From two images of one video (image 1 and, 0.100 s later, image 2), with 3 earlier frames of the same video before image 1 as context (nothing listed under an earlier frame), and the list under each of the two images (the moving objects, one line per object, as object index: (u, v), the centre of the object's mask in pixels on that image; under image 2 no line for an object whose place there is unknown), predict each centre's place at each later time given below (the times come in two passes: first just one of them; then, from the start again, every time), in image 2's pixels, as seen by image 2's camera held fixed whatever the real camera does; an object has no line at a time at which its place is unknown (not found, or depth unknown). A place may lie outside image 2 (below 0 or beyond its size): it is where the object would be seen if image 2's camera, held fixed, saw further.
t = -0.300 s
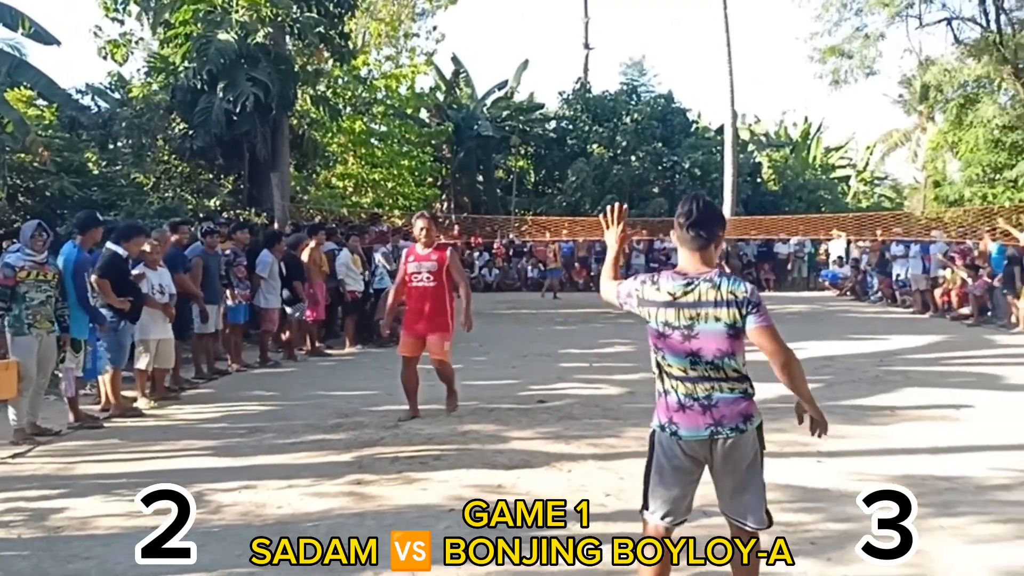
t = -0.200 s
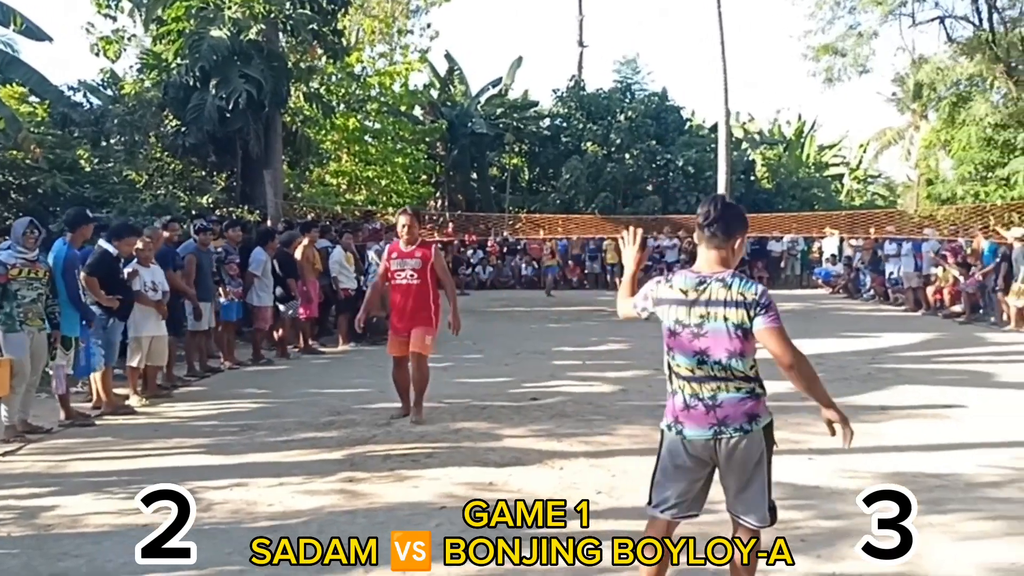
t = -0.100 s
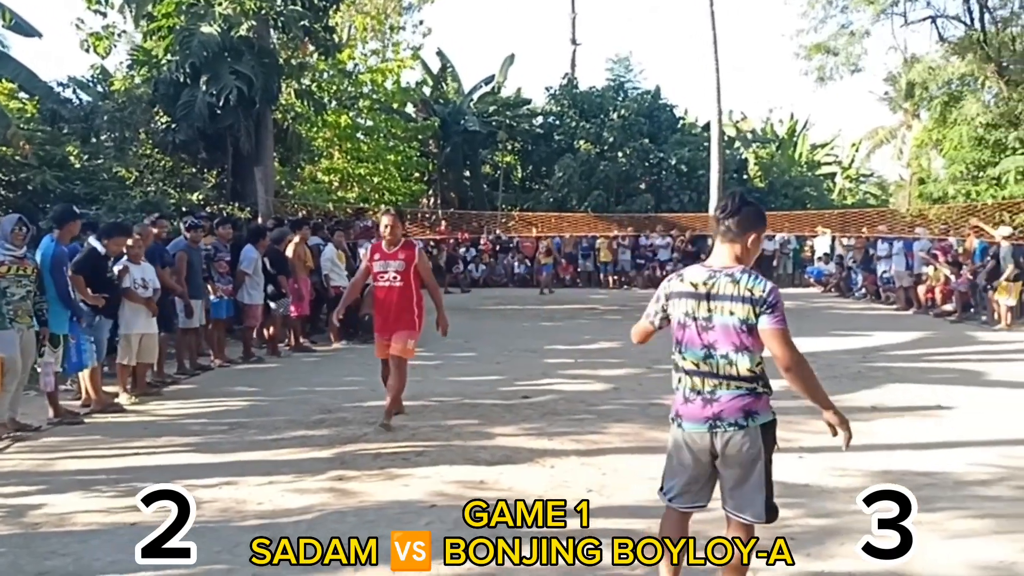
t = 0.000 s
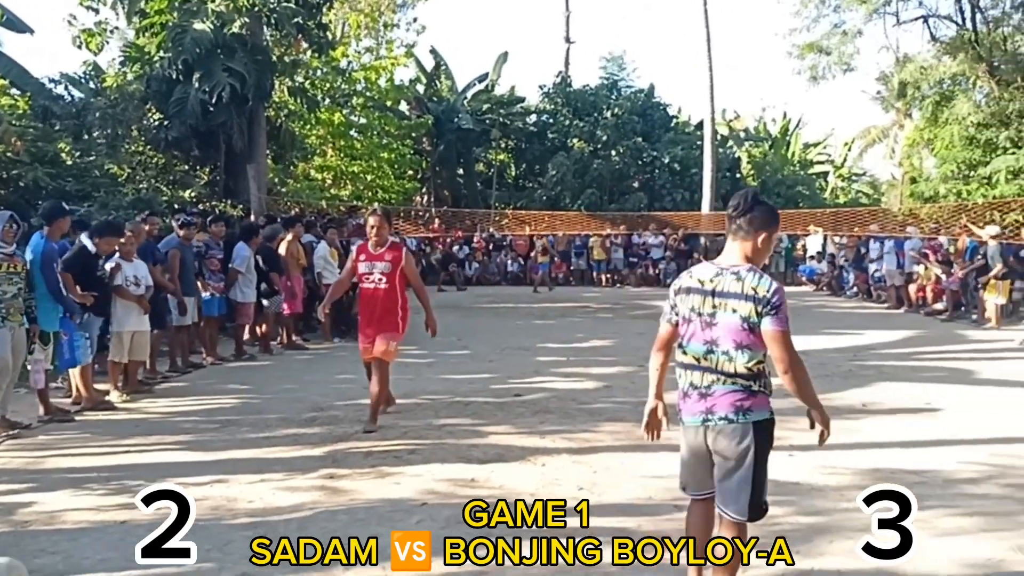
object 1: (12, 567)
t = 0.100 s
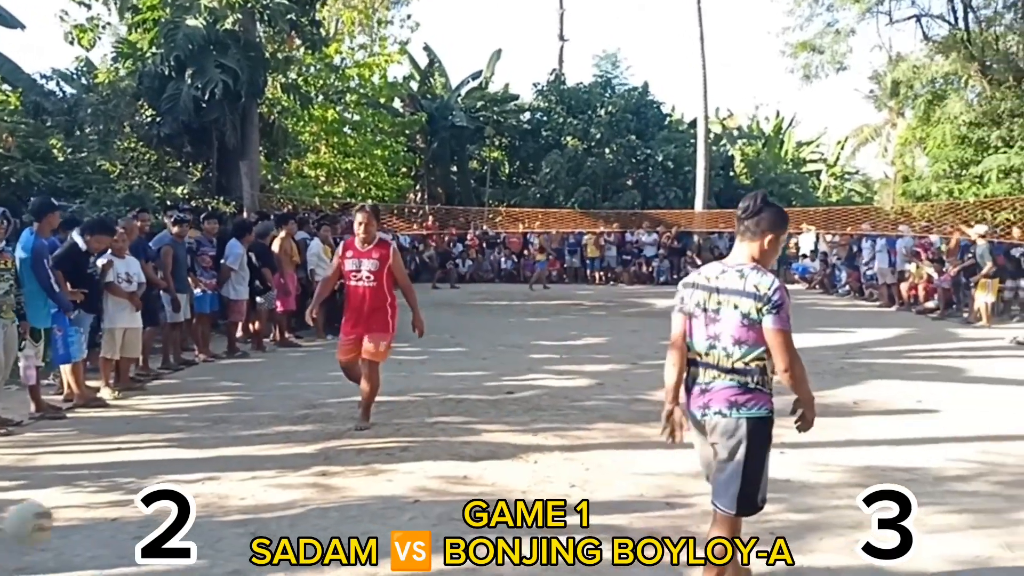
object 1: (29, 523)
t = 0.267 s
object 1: (82, 493)
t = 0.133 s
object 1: (39, 511)
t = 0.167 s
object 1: (50, 502)
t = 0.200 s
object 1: (61, 496)
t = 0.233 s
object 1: (72, 493)
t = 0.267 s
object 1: (82, 493)
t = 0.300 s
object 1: (91, 496)
